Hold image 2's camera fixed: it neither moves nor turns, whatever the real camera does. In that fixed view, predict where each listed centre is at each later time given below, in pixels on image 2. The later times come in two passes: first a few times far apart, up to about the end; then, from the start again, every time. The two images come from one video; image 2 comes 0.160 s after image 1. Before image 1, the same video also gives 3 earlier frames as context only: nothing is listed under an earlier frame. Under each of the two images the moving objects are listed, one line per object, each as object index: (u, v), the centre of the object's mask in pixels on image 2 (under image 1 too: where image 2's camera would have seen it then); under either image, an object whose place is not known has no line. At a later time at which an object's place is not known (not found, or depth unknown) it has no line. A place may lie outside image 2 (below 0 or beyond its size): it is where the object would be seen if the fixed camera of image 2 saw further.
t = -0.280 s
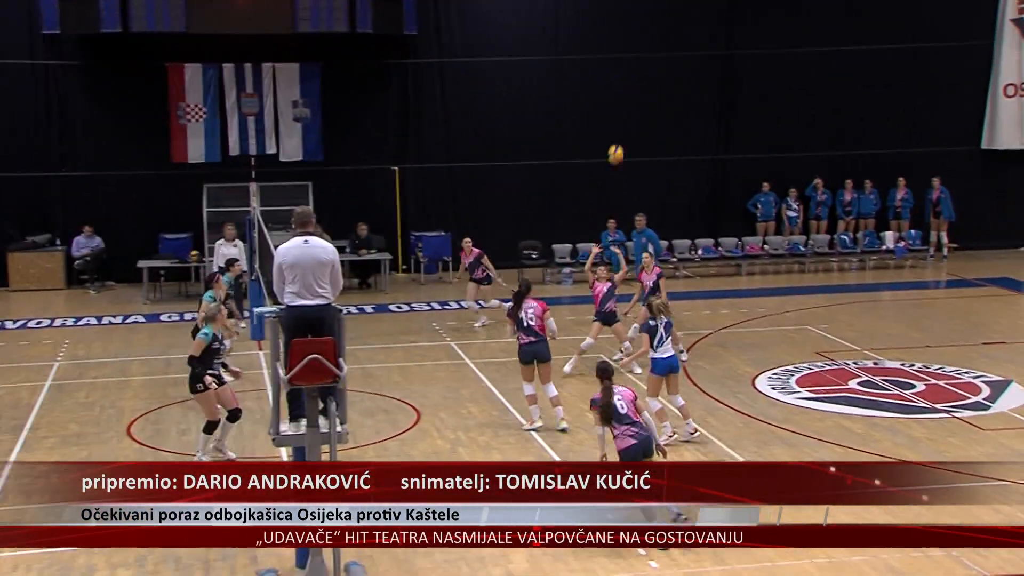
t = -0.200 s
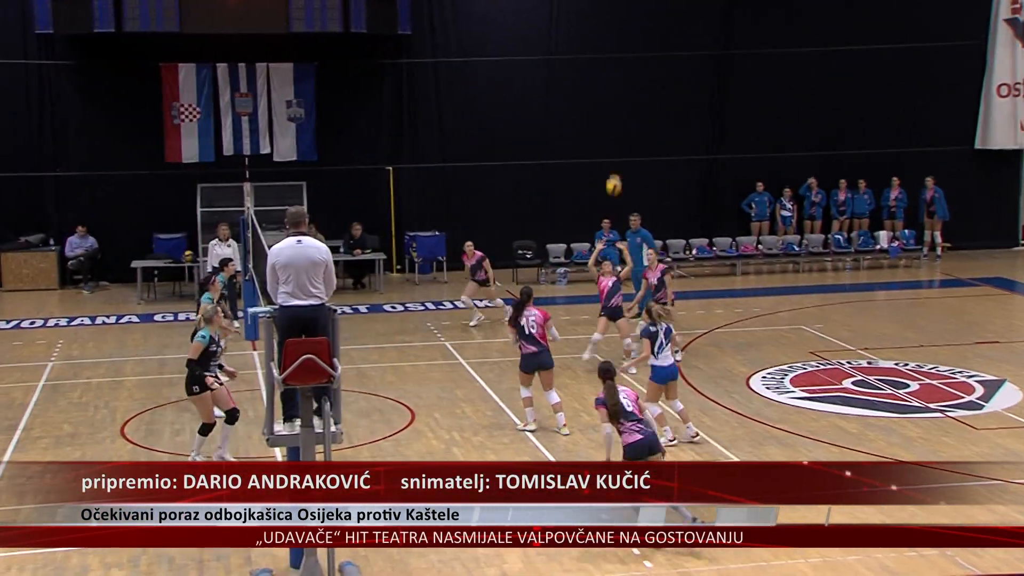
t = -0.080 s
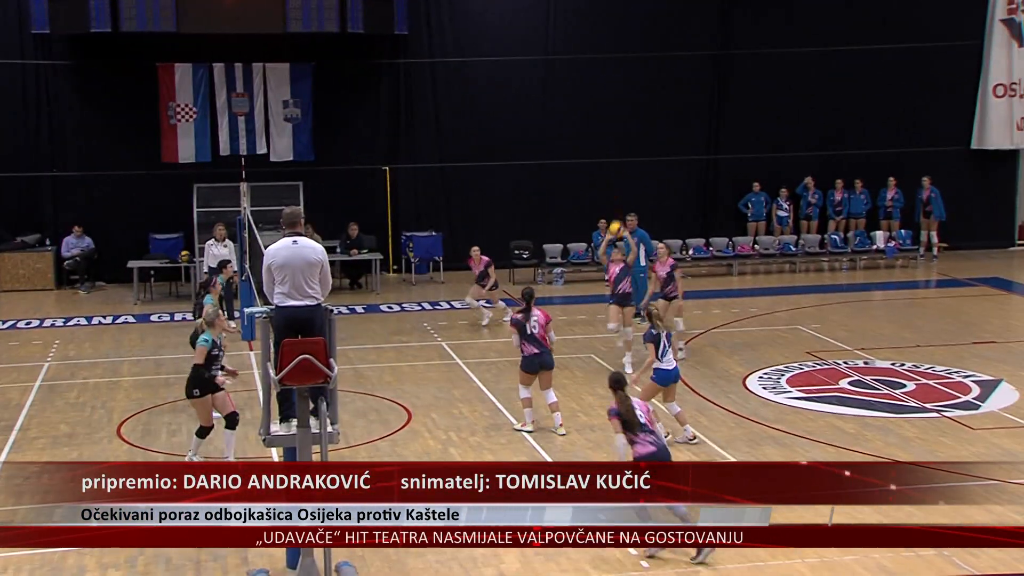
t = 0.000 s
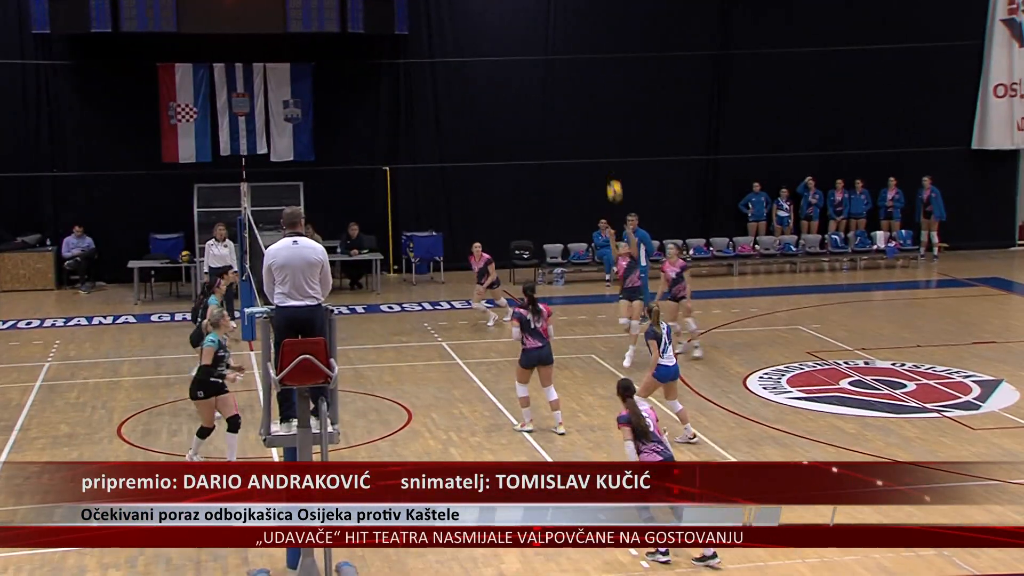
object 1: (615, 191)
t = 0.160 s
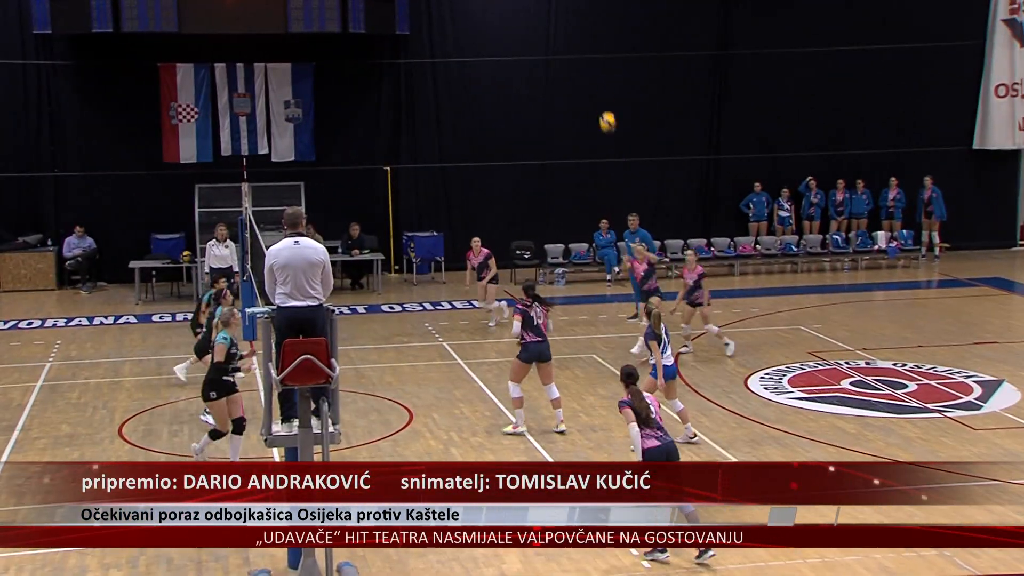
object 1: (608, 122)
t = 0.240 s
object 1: (604, 93)
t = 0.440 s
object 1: (594, 42)
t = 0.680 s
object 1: (580, 24)
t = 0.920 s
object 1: (565, 57)
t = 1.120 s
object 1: (551, 131)
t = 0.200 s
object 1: (606, 108)
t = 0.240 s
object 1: (604, 93)
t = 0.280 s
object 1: (602, 81)
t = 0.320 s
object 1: (600, 69)
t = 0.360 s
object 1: (598, 59)
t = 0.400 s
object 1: (596, 50)
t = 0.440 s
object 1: (594, 42)
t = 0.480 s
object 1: (592, 36)
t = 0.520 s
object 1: (590, 31)
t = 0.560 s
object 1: (587, 27)
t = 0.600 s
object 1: (585, 24)
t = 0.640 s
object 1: (583, 23)
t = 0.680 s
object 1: (580, 24)
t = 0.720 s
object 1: (578, 25)
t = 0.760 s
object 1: (575, 29)
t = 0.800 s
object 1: (573, 33)
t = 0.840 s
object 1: (570, 40)
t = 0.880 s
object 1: (568, 47)
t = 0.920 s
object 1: (565, 57)
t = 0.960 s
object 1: (562, 68)
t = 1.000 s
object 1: (559, 82)
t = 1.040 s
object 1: (556, 96)
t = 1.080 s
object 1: (553, 112)
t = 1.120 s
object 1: (551, 131)
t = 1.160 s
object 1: (548, 150)
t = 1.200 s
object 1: (545, 172)
